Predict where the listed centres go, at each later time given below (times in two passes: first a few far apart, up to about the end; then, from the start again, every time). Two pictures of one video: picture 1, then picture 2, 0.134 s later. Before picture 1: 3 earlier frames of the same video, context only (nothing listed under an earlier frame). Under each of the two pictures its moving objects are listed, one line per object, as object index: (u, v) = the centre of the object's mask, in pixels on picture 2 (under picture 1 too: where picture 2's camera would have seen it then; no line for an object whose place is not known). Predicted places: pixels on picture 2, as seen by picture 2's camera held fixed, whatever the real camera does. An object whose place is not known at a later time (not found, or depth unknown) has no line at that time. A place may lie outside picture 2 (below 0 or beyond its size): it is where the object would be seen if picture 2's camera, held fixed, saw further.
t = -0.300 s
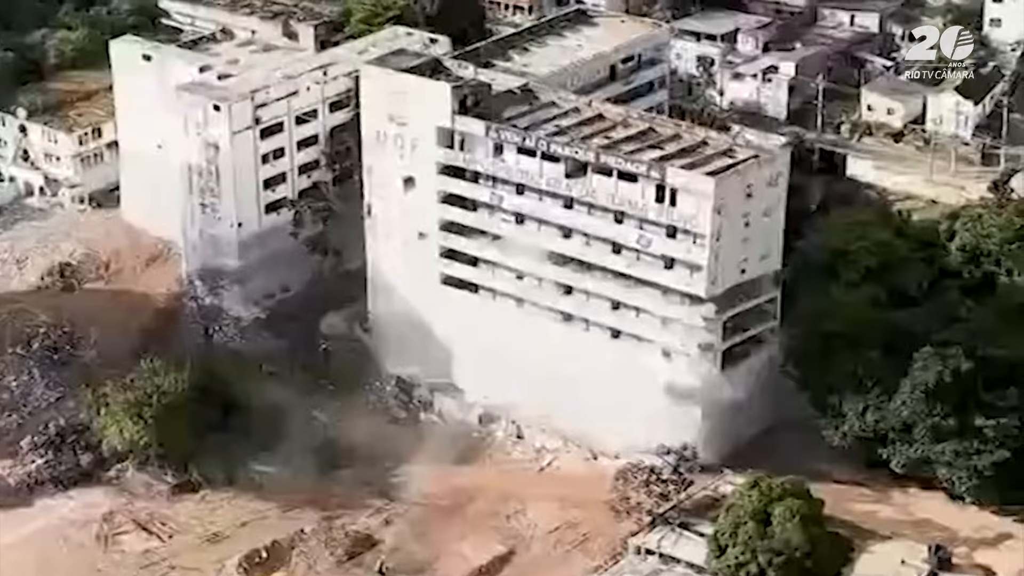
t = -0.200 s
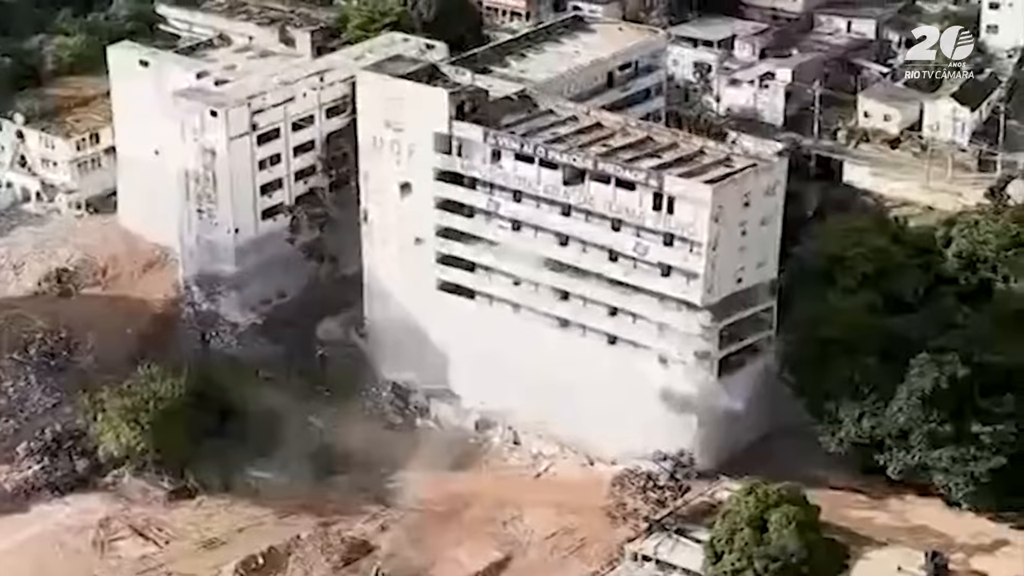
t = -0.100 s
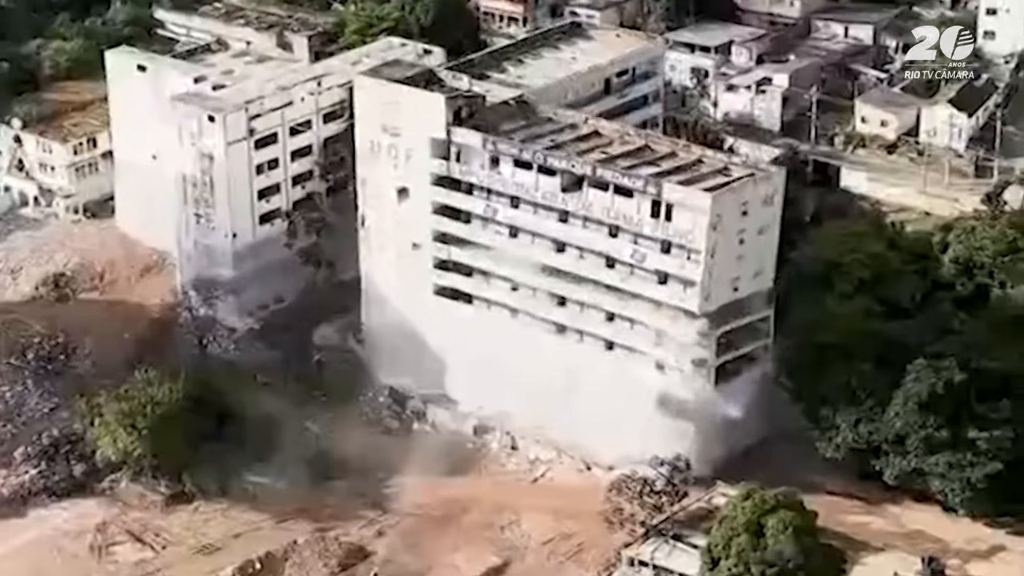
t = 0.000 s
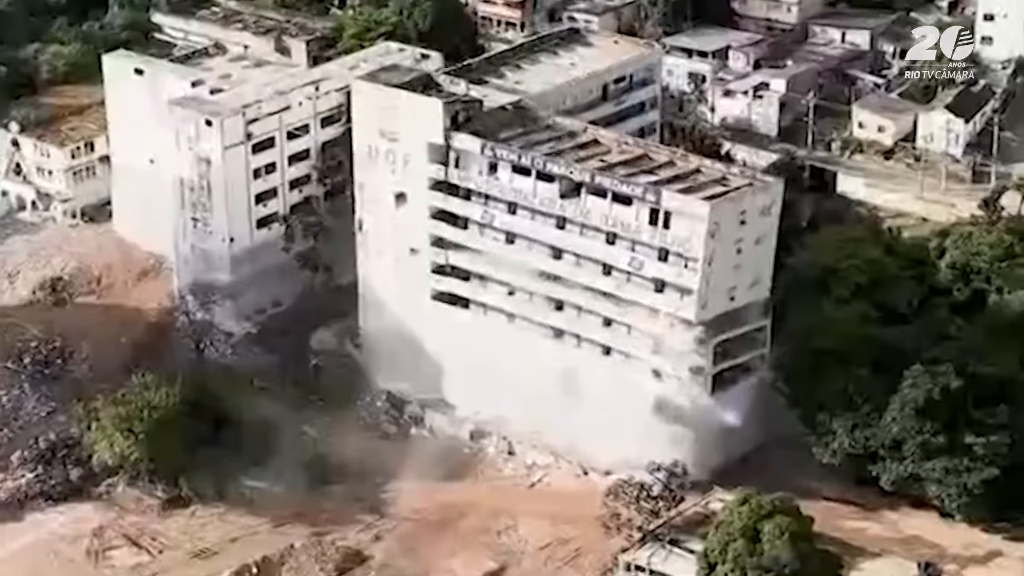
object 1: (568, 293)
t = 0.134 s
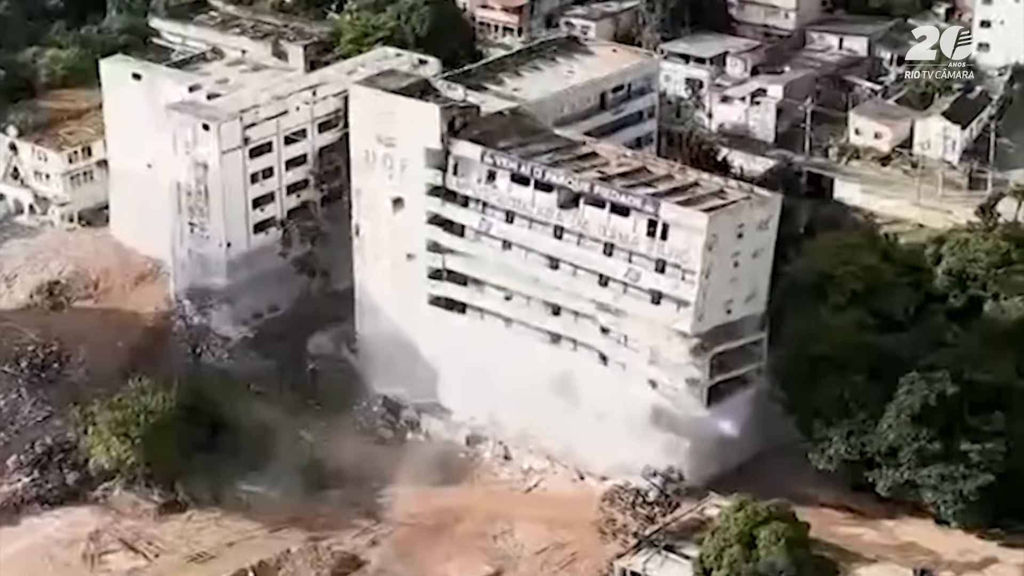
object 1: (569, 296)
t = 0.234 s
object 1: (565, 297)
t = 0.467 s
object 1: (564, 304)
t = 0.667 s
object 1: (571, 322)
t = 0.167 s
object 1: (568, 297)
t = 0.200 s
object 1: (565, 296)
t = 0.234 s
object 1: (565, 297)
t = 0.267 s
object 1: (567, 299)
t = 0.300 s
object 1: (565, 299)
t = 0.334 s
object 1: (564, 300)
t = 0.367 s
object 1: (564, 301)
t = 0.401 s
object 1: (564, 302)
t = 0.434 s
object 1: (564, 303)
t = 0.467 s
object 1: (564, 304)
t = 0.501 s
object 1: (564, 306)
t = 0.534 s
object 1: (567, 312)
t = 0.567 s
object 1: (568, 314)
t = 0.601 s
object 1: (569, 316)
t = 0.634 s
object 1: (571, 320)
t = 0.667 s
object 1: (571, 322)
